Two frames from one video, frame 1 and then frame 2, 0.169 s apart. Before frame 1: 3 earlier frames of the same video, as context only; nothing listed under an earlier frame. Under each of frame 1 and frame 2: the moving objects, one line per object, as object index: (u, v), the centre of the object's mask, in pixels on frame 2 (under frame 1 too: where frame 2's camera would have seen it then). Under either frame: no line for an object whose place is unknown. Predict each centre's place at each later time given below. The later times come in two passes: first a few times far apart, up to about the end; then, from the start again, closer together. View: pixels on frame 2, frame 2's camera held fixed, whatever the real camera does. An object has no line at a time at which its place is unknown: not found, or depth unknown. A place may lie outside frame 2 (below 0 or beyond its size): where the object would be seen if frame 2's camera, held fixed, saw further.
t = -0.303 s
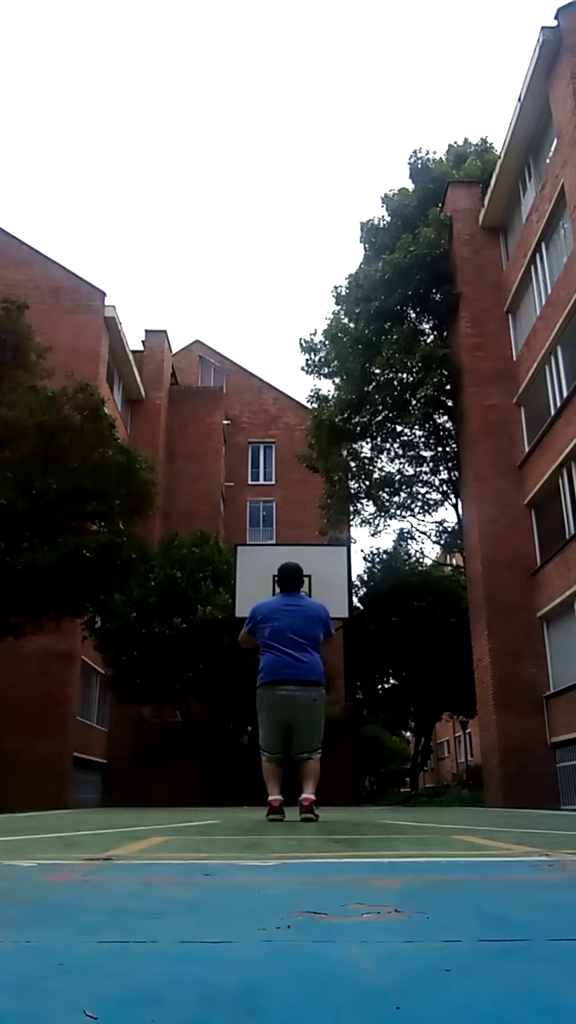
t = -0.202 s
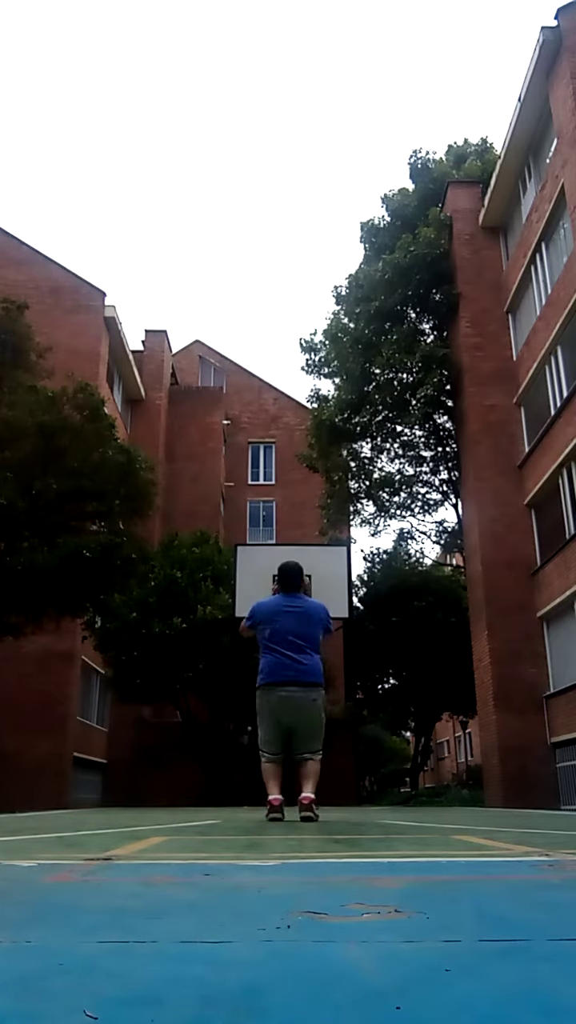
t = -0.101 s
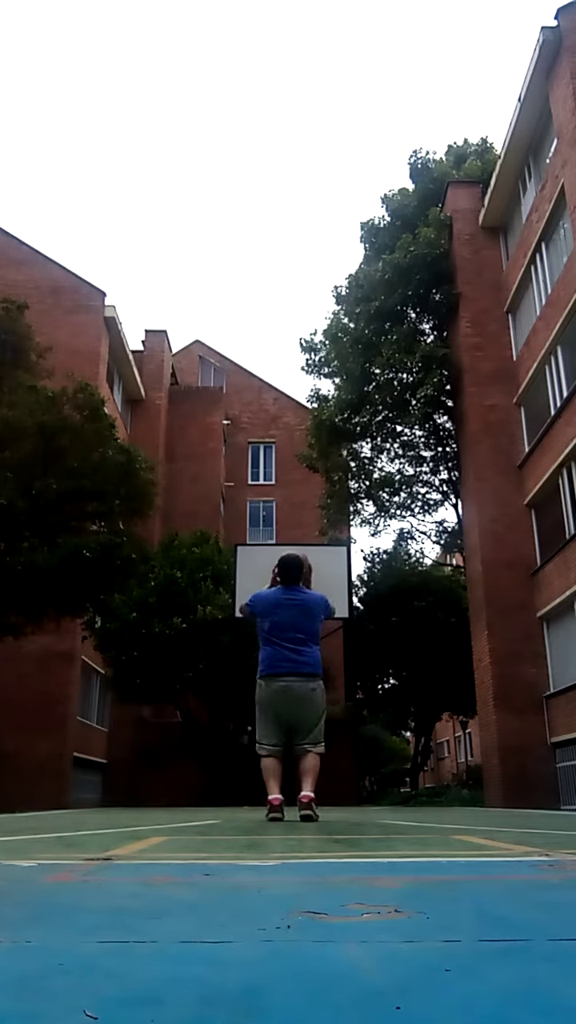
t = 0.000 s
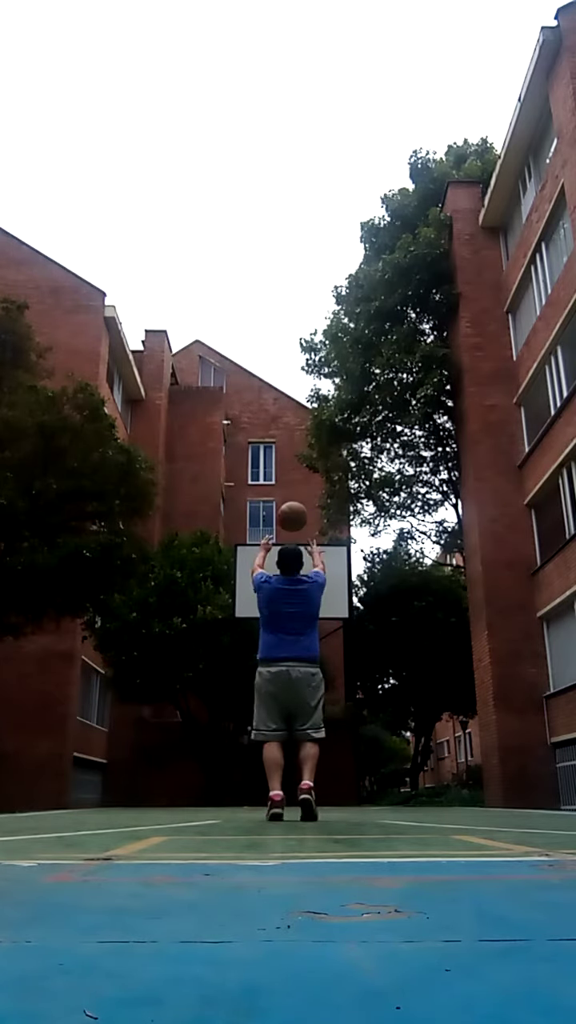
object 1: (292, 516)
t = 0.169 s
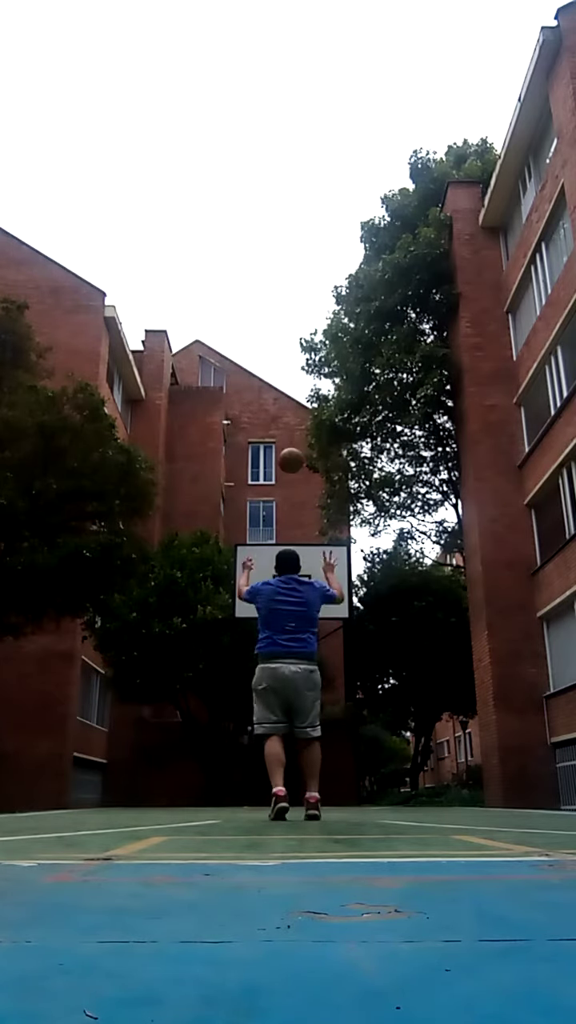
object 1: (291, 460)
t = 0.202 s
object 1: (291, 455)
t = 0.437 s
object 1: (291, 445)
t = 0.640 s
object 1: (291, 470)
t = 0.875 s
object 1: (291, 527)
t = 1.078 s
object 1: (292, 580)
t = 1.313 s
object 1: (293, 528)
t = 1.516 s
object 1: (295, 512)
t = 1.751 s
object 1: (297, 527)
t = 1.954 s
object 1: (300, 576)
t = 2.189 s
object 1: (303, 682)
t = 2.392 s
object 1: (307, 772)
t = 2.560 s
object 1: (310, 679)
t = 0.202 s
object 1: (291, 455)
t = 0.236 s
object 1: (291, 450)
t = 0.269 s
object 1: (291, 447)
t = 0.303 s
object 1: (291, 444)
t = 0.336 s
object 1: (290, 443)
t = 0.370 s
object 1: (291, 443)
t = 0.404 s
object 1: (291, 444)
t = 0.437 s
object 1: (291, 445)
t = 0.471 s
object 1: (291, 448)
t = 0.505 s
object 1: (291, 451)
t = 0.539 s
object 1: (291, 454)
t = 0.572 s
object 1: (291, 459)
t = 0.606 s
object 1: (291, 464)
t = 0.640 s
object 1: (291, 470)
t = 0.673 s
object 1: (291, 476)
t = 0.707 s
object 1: (291, 483)
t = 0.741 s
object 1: (291, 491)
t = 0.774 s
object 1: (291, 499)
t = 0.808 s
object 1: (291, 508)
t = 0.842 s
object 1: (291, 517)
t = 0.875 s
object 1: (291, 527)
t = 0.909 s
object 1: (292, 536)
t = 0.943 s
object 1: (292, 547)
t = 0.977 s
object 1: (292, 559)
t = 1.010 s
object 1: (292, 571)
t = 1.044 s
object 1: (292, 583)
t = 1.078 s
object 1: (292, 580)
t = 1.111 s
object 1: (292, 570)
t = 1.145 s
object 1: (293, 561)
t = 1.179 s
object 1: (293, 553)
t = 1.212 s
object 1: (293, 546)
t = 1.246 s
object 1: (293, 539)
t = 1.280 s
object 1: (293, 534)
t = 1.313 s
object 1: (293, 528)
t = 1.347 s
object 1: (294, 524)
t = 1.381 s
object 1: (294, 520)
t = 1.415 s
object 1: (294, 517)
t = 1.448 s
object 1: (295, 514)
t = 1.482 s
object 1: (295, 513)
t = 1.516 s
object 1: (295, 512)
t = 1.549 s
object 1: (295, 512)
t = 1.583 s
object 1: (295, 512)
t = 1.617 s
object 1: (296, 513)
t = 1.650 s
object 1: (296, 515)
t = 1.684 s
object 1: (297, 518)
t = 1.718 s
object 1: (297, 522)
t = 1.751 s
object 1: (297, 527)
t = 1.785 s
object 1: (297, 533)
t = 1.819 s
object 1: (298, 538)
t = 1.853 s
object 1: (298, 546)
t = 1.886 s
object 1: (299, 555)
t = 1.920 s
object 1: (300, 565)
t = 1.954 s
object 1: (300, 576)
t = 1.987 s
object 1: (300, 587)
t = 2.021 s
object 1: (300, 600)
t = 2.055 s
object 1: (301, 614)
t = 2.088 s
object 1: (302, 629)
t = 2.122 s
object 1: (302, 647)
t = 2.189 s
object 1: (303, 682)
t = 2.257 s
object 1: (305, 730)
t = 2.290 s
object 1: (305, 756)
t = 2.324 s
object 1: (306, 783)
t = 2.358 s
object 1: (306, 795)
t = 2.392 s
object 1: (307, 772)
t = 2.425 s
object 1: (307, 751)
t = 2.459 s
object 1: (308, 731)
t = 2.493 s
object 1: (308, 712)
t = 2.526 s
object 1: (310, 700)
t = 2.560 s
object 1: (310, 679)
